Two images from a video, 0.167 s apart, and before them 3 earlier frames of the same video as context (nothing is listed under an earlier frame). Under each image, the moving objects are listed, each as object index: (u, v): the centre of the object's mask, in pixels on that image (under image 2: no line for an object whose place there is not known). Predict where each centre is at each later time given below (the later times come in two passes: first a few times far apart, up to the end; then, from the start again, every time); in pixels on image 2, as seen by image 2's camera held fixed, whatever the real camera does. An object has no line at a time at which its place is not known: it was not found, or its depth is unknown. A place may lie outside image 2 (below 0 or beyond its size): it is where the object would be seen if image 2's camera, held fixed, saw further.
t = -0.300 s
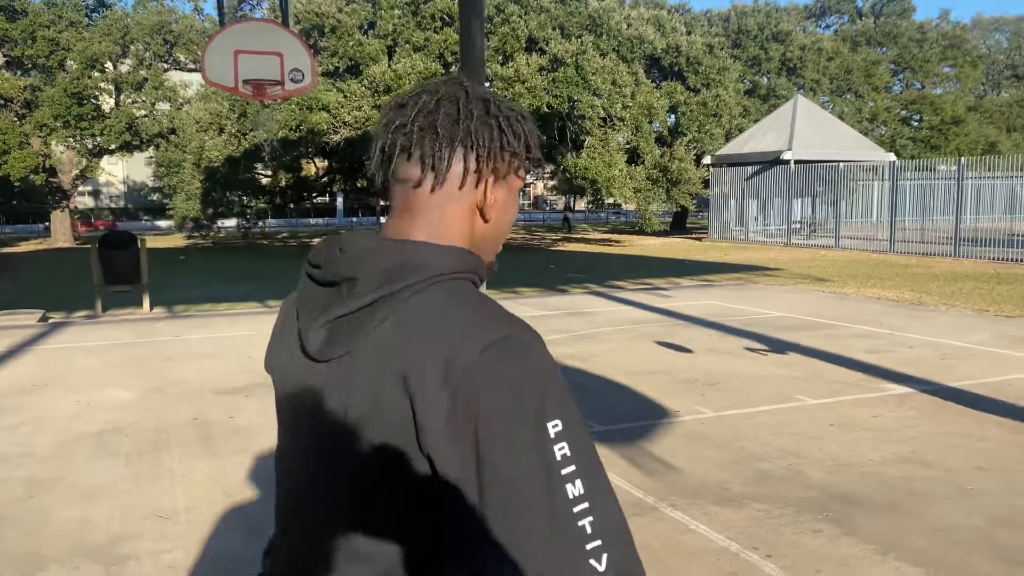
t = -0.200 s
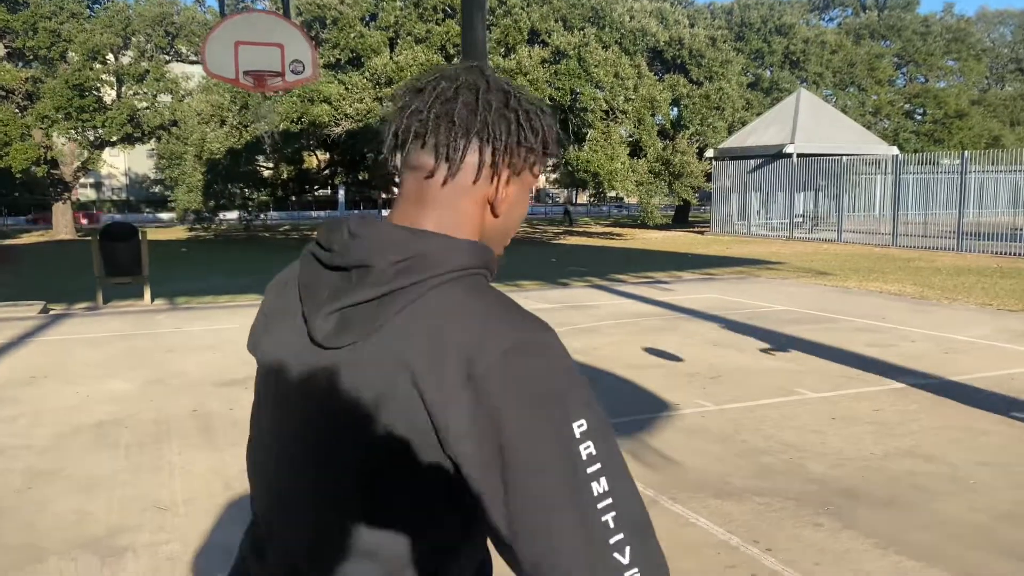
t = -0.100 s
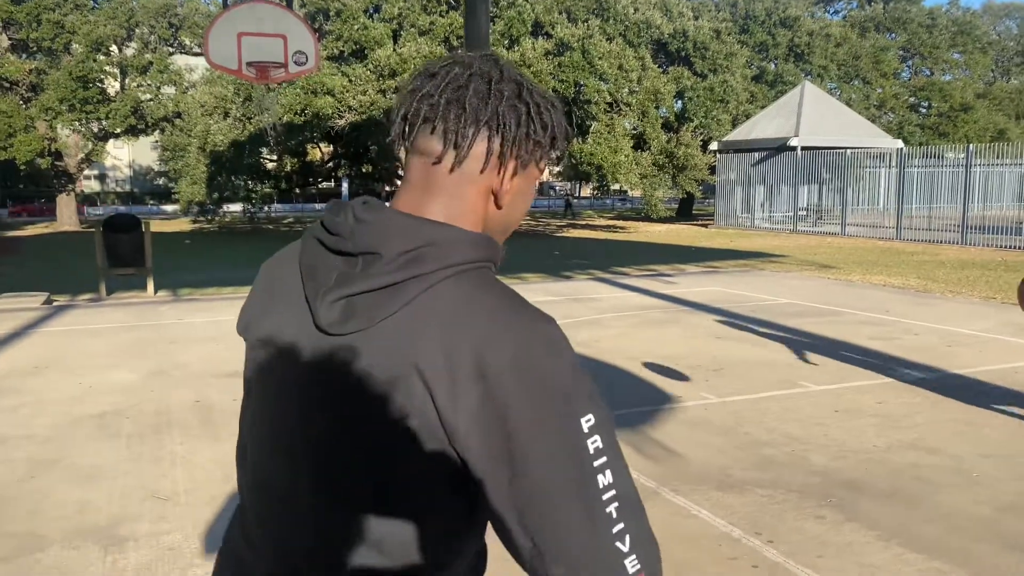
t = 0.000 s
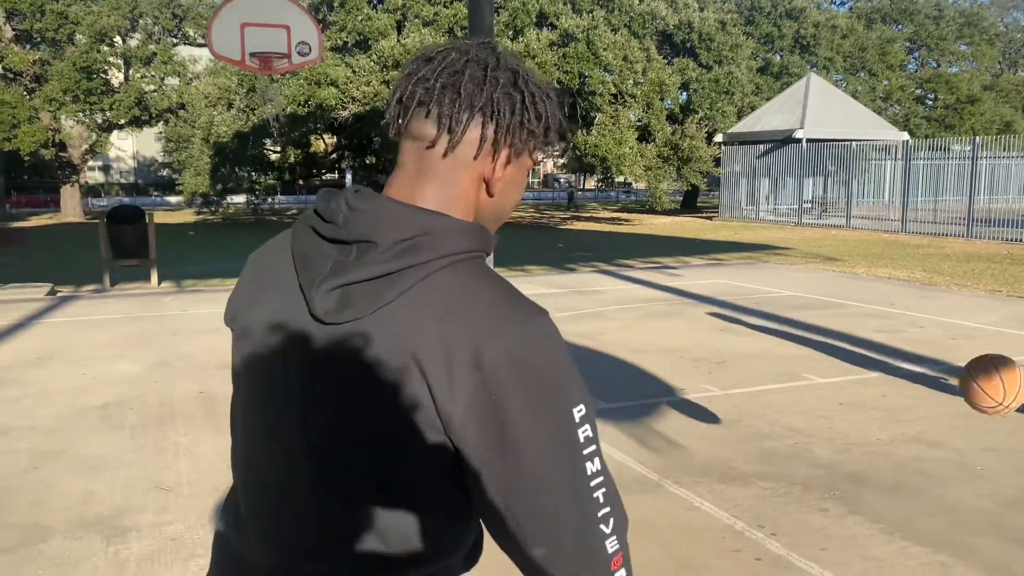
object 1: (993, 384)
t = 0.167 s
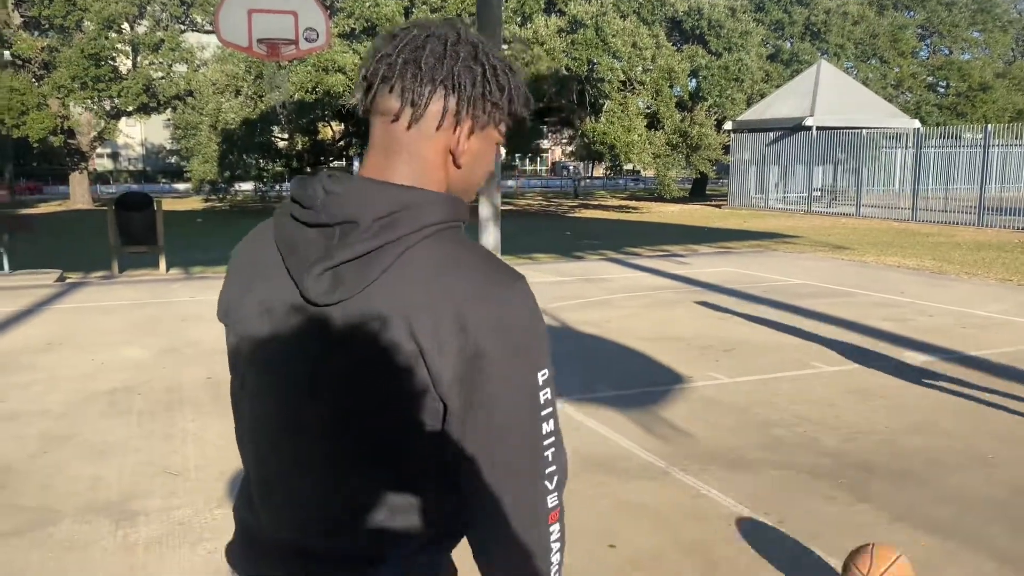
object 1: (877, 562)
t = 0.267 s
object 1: (840, 492)
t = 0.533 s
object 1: (706, 364)
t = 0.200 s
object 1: (866, 546)
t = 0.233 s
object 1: (854, 519)
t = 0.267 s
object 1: (840, 492)
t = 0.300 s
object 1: (826, 466)
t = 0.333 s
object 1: (811, 443)
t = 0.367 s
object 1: (795, 423)
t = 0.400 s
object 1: (778, 405)
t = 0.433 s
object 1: (762, 389)
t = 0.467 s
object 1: (744, 378)
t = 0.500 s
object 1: (725, 369)
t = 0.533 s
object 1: (706, 364)
